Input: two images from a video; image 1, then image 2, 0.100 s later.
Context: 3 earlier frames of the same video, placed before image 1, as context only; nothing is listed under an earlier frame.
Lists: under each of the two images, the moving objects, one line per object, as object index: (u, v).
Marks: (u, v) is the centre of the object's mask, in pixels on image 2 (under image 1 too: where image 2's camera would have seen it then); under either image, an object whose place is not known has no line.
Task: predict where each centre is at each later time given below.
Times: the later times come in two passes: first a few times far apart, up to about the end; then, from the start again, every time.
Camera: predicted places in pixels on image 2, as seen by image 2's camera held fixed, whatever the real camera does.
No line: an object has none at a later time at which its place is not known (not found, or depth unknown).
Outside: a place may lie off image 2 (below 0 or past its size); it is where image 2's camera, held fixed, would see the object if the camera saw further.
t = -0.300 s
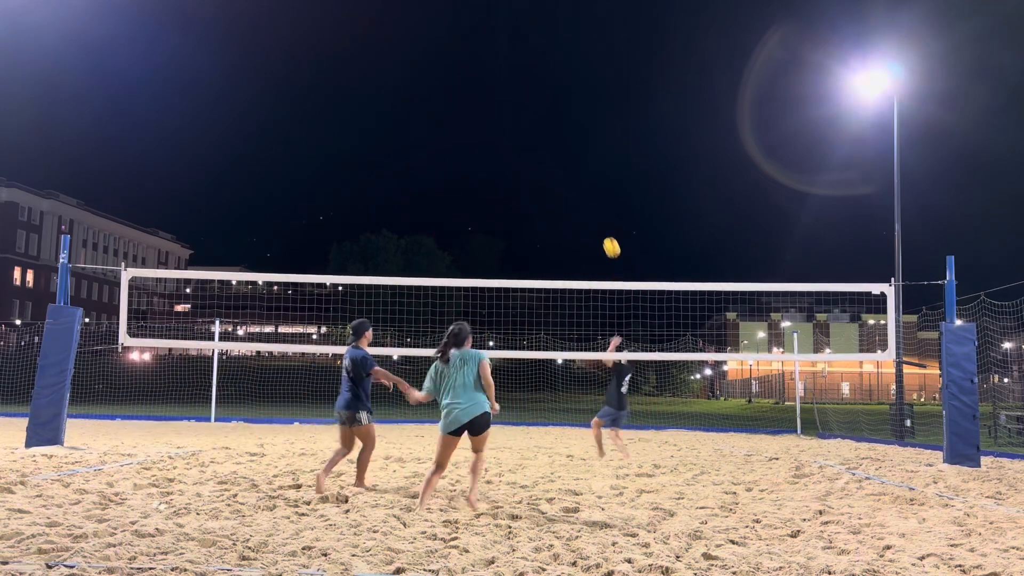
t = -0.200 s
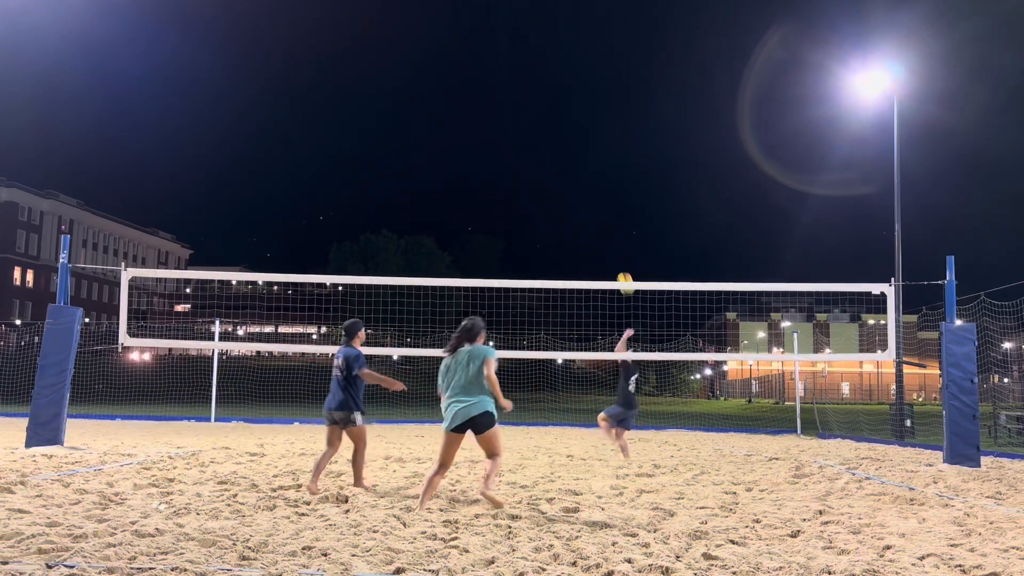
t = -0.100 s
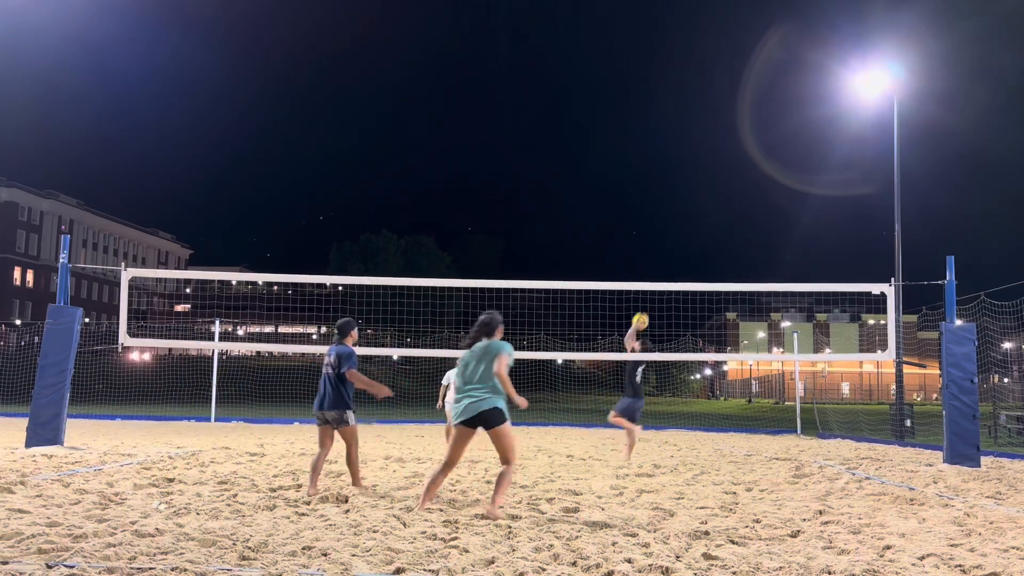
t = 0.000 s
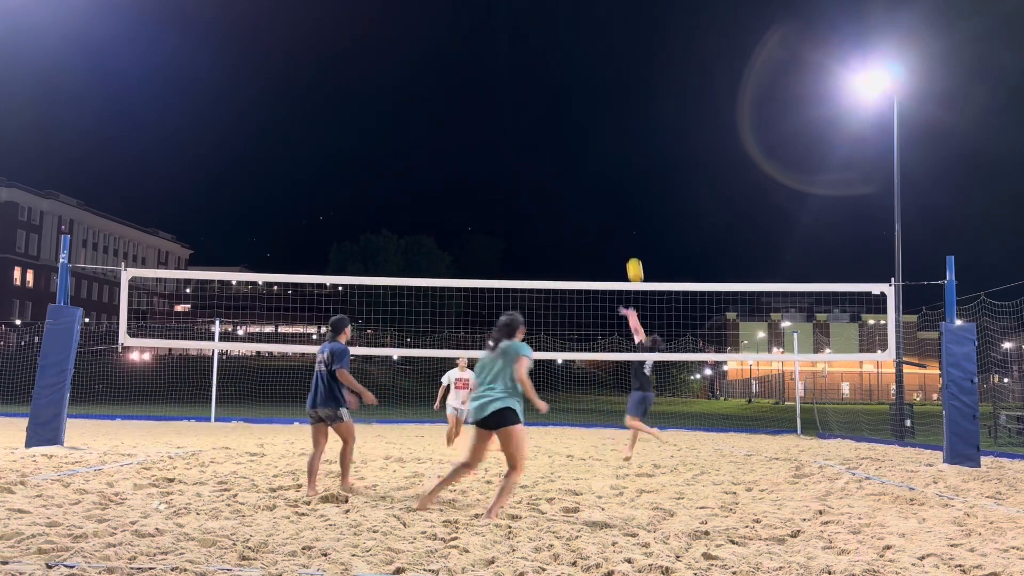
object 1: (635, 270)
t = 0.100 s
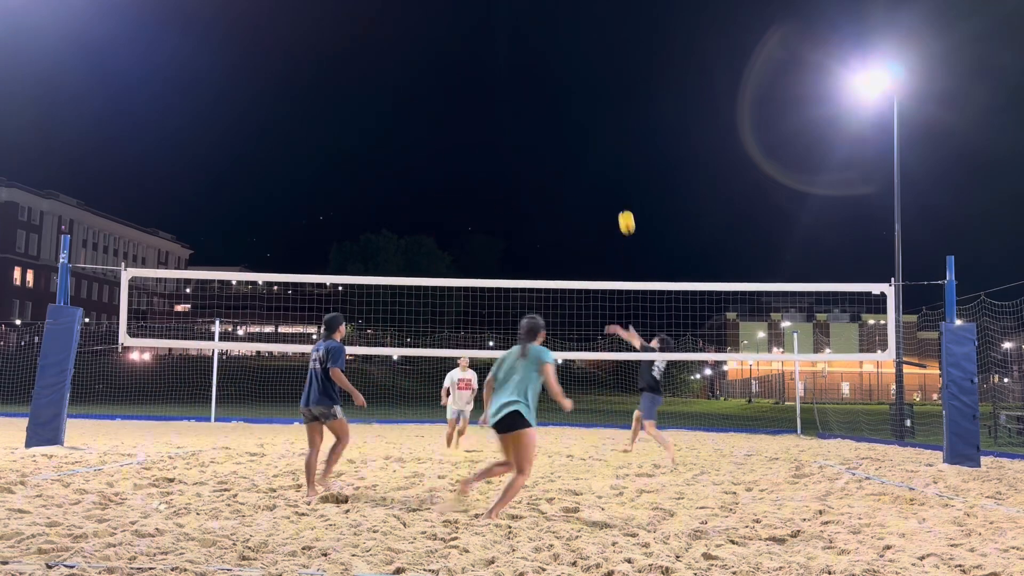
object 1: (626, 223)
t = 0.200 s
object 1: (618, 182)
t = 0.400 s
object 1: (601, 121)
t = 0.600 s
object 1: (583, 88)
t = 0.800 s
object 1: (565, 84)
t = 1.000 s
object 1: (547, 108)
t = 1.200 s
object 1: (528, 160)
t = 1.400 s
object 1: (511, 243)
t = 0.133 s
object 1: (624, 208)
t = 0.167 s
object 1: (621, 195)
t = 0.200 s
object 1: (618, 182)
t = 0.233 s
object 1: (615, 170)
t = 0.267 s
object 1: (612, 158)
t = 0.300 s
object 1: (609, 148)
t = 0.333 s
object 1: (607, 138)
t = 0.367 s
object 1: (604, 129)
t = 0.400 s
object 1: (601, 121)
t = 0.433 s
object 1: (598, 114)
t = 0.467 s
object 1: (595, 107)
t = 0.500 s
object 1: (592, 101)
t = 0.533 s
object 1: (589, 96)
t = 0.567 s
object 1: (586, 92)
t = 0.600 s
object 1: (583, 88)
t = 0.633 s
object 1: (580, 86)
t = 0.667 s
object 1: (577, 84)
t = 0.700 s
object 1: (574, 82)
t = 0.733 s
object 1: (571, 82)
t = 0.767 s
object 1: (568, 83)
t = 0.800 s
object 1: (565, 84)
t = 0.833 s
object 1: (562, 86)
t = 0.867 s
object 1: (559, 89)
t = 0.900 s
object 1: (556, 92)
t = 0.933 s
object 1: (553, 96)
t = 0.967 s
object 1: (550, 102)
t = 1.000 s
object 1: (547, 108)
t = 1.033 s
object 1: (543, 115)
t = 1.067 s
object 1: (541, 122)
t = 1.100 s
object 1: (537, 131)
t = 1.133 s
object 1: (534, 140)
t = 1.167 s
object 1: (531, 150)
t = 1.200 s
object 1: (528, 160)
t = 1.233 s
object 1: (525, 172)
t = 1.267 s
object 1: (523, 184)
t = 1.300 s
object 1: (520, 198)
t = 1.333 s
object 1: (517, 212)
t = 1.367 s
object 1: (514, 227)
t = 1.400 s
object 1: (511, 243)
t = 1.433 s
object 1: (508, 259)
